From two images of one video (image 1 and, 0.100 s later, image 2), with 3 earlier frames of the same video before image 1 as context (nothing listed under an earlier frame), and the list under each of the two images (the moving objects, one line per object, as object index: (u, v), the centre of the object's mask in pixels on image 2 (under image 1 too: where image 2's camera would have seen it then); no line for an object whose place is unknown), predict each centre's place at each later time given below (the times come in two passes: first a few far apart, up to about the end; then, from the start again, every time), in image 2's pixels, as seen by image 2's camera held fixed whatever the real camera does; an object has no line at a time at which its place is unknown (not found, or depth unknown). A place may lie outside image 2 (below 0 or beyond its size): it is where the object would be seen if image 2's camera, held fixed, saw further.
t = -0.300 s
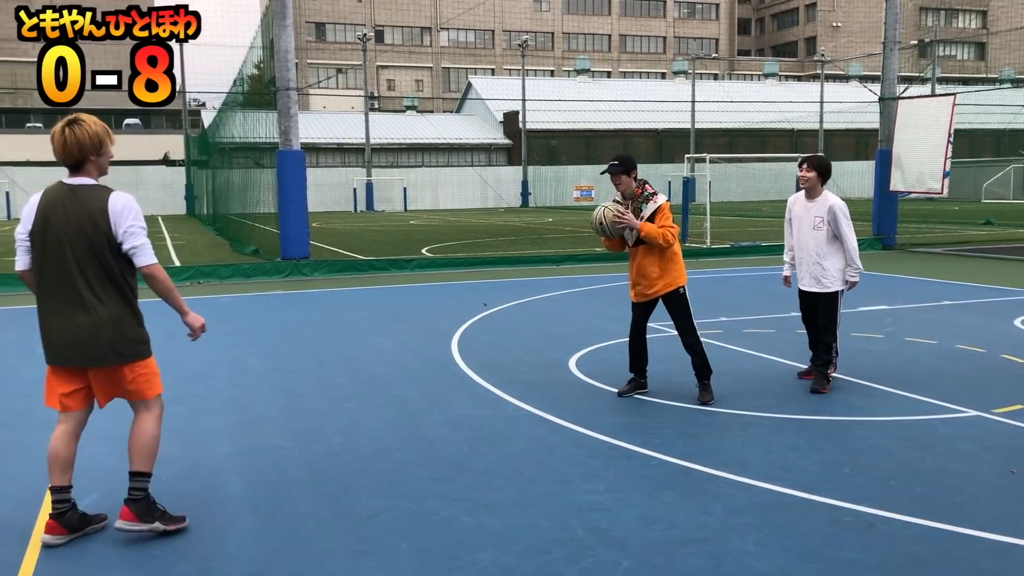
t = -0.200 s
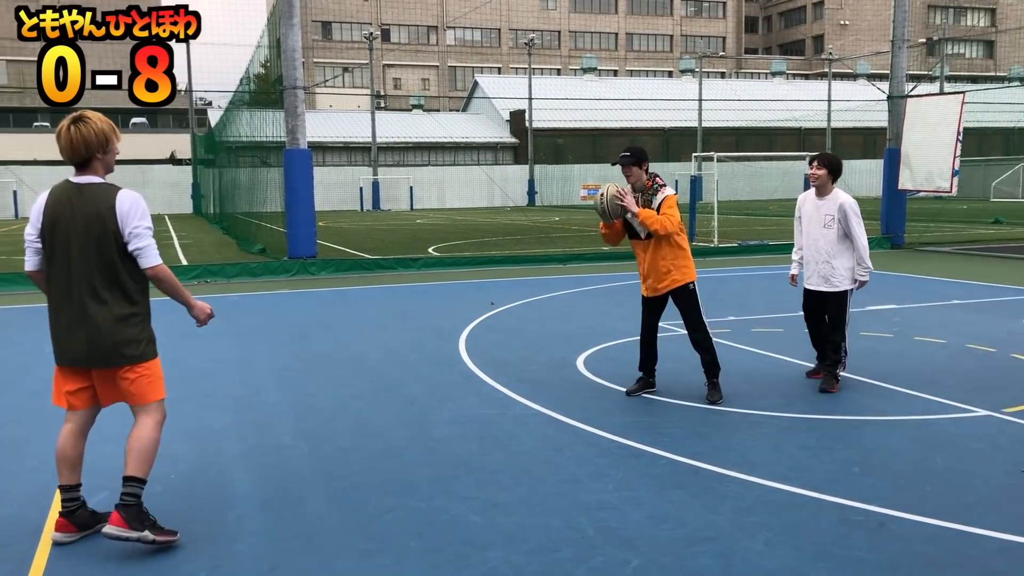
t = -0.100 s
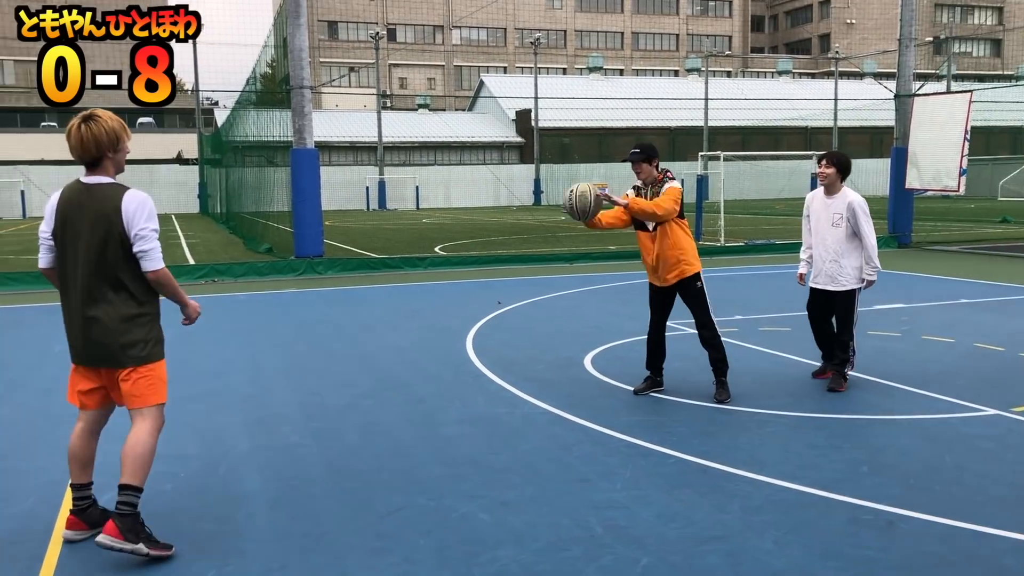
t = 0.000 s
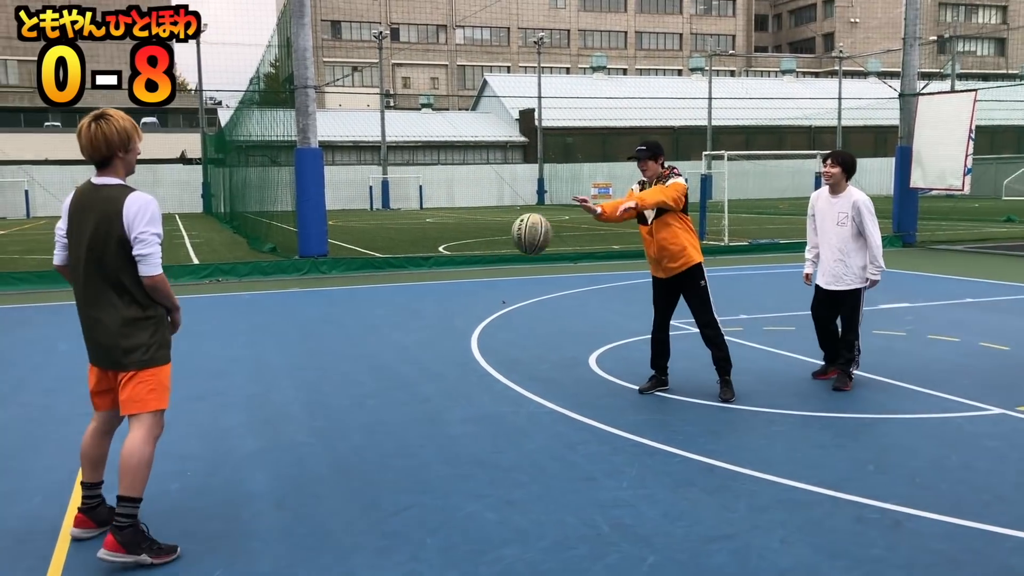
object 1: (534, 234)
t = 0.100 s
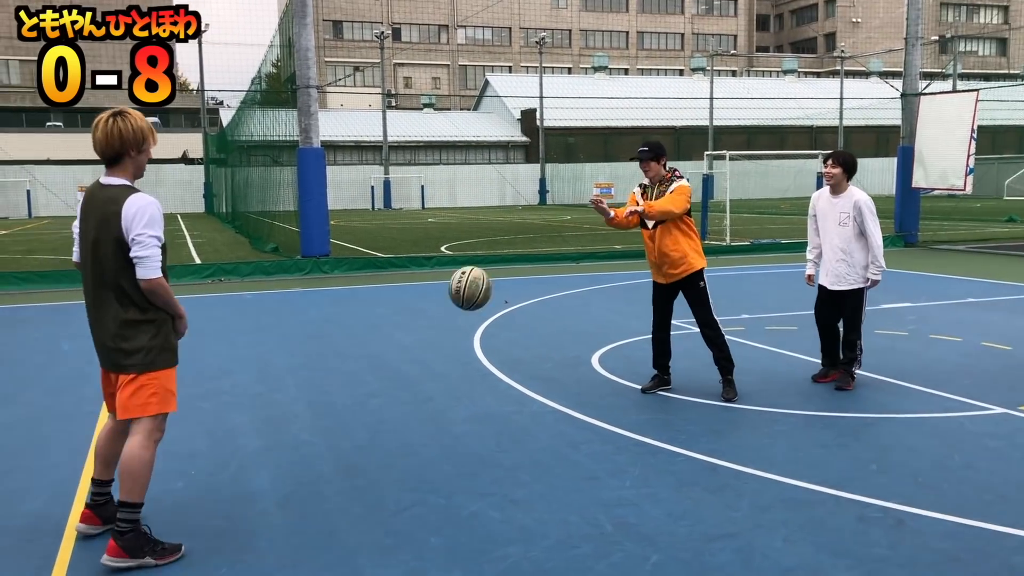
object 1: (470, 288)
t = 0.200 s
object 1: (396, 370)
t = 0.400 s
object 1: (259, 403)
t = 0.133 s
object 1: (446, 312)
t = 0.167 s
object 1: (422, 339)
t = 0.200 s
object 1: (396, 370)
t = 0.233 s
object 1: (369, 405)
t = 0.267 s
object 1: (341, 443)
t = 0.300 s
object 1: (317, 462)
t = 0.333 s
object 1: (298, 441)
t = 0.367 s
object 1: (279, 421)
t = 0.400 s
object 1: (259, 403)
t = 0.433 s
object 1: (238, 386)
